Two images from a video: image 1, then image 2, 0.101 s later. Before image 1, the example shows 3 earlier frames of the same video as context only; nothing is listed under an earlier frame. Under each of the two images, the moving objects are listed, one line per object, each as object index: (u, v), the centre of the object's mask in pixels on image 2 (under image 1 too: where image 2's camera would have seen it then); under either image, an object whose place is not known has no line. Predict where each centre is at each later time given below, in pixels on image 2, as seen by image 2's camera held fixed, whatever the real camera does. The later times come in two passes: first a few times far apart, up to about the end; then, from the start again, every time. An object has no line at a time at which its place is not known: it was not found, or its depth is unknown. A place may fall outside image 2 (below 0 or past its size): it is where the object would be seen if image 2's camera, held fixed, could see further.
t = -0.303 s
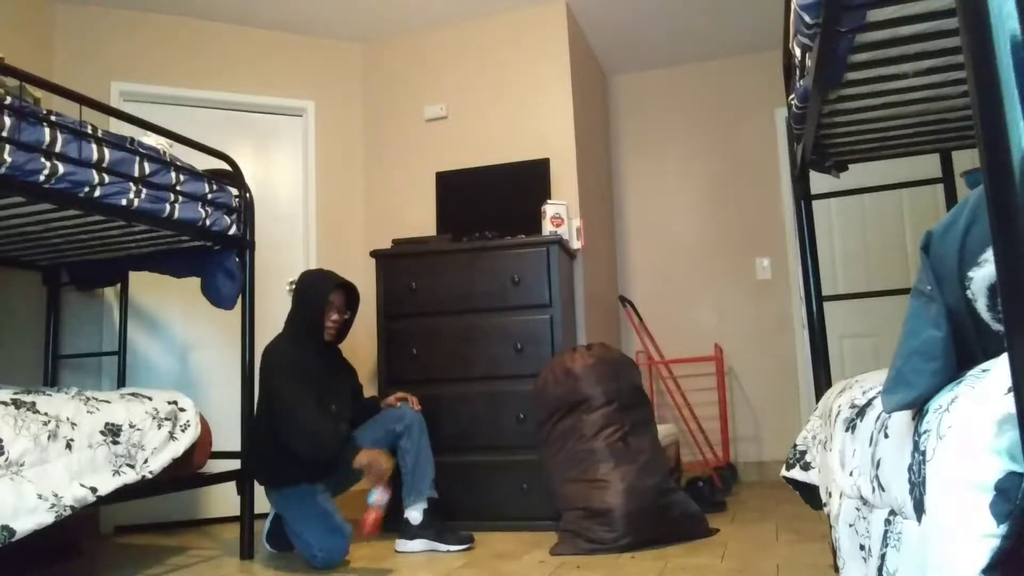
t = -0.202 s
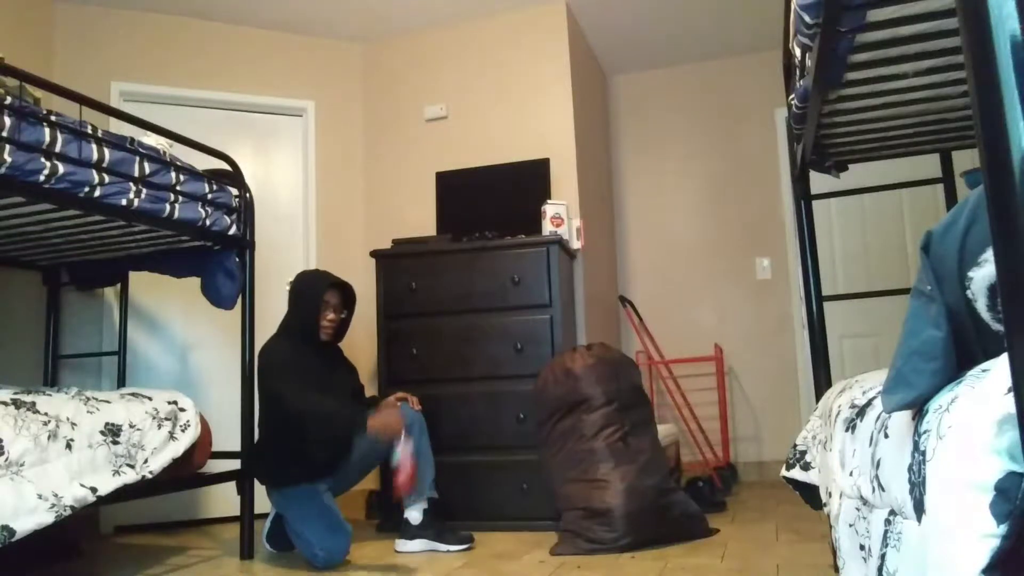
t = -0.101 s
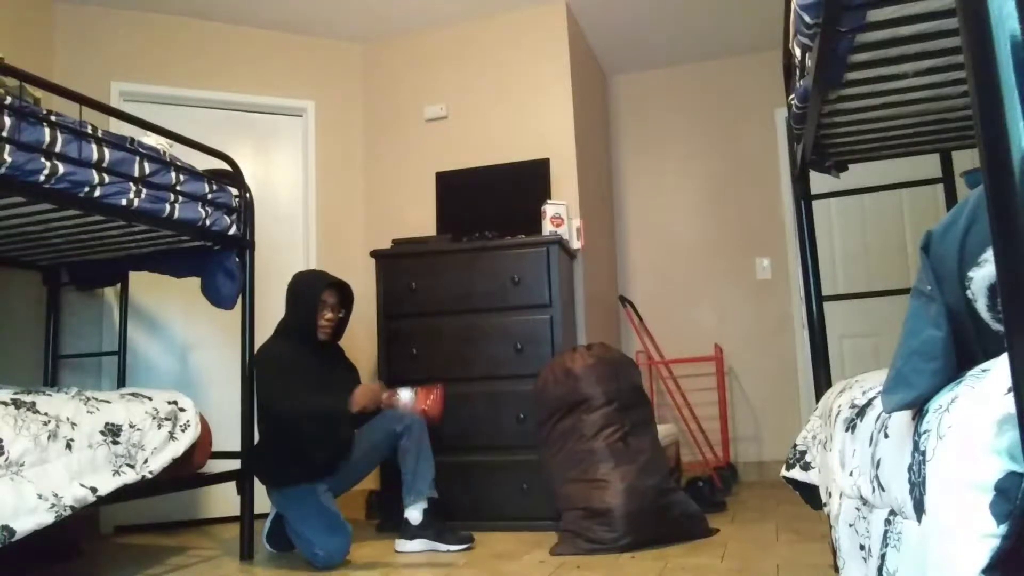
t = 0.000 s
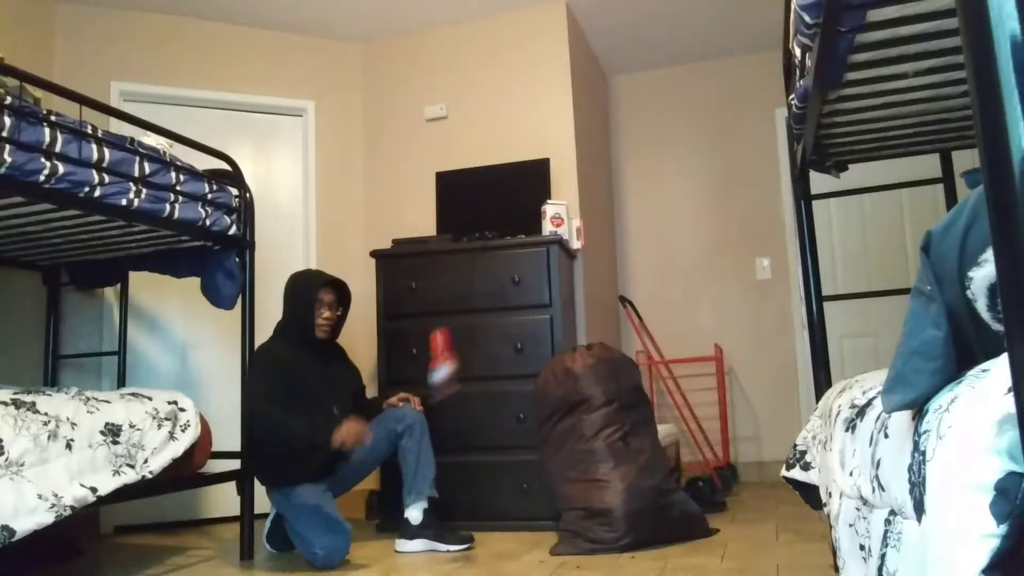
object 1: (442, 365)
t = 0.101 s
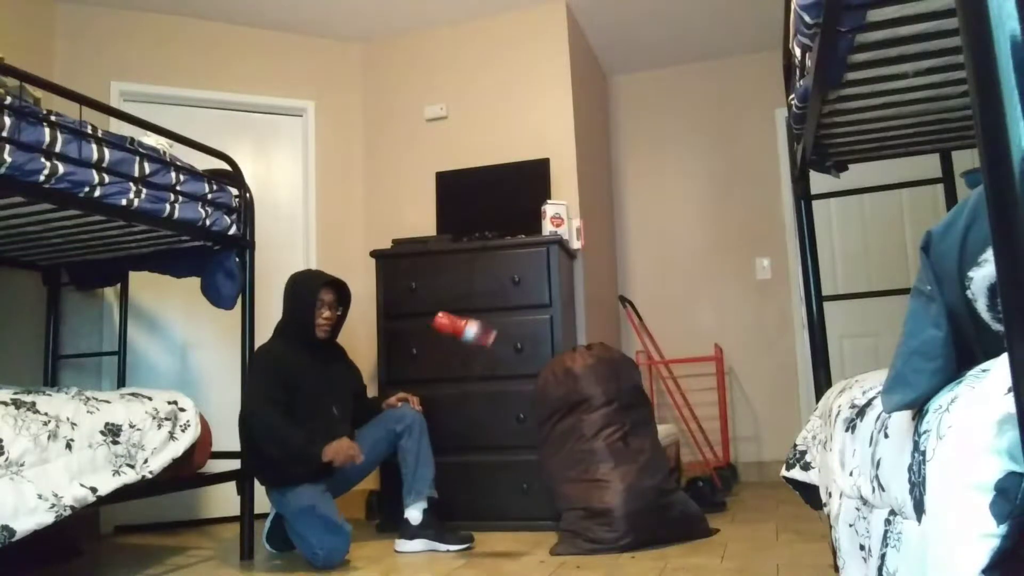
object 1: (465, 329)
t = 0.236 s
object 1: (476, 338)
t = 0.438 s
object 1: (496, 454)
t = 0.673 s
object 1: (507, 543)
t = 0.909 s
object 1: (511, 544)
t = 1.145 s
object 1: (511, 543)
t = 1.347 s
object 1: (511, 543)
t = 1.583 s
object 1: (511, 543)
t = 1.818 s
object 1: (511, 543)
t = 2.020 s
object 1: (511, 543)
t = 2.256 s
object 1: (511, 543)
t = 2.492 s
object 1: (511, 543)
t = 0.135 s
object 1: (467, 326)
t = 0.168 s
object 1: (470, 326)
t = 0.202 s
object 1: (473, 330)
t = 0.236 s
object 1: (476, 338)
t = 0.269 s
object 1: (480, 349)
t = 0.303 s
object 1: (483, 363)
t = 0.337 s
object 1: (487, 381)
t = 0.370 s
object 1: (489, 402)
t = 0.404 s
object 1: (493, 426)
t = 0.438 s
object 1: (496, 454)
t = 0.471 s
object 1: (500, 487)
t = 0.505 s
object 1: (505, 523)
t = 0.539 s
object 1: (507, 543)
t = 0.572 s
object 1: (506, 544)
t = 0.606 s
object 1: (506, 544)
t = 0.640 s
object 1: (506, 543)
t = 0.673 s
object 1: (507, 543)
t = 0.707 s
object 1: (508, 543)
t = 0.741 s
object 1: (510, 543)
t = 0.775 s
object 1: (511, 543)
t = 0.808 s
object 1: (511, 543)
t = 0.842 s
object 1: (511, 543)
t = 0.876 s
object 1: (511, 544)
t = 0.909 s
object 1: (511, 544)
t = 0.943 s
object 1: (511, 543)
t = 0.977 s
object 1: (511, 543)
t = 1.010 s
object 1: (510, 543)
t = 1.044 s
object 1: (510, 543)
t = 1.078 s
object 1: (511, 543)
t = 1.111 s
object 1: (511, 543)
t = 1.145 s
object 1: (511, 543)
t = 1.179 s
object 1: (511, 543)
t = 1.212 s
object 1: (511, 543)
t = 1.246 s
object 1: (511, 543)
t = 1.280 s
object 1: (511, 543)
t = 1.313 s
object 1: (511, 543)
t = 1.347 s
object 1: (511, 543)
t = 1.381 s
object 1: (511, 543)
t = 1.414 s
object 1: (511, 543)
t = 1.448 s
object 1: (511, 543)
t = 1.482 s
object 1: (511, 543)
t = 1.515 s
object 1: (511, 543)
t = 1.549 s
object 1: (511, 543)
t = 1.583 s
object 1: (511, 543)
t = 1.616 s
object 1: (511, 543)
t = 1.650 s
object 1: (511, 543)
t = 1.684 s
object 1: (511, 543)
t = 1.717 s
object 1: (511, 543)
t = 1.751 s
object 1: (511, 543)
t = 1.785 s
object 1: (511, 543)
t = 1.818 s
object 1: (511, 543)
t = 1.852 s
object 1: (511, 543)
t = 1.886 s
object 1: (511, 543)
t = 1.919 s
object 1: (511, 543)
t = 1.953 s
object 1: (511, 543)
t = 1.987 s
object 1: (511, 543)
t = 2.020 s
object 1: (511, 543)
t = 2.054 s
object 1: (511, 543)
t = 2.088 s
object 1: (511, 543)
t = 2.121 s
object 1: (511, 543)
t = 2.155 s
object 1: (511, 543)
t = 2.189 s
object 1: (511, 543)
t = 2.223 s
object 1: (511, 543)
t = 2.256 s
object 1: (511, 543)
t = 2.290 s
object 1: (511, 543)
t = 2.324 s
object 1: (511, 543)
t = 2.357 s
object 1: (511, 543)
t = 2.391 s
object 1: (511, 543)
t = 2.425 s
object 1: (511, 543)
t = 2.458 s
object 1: (511, 543)
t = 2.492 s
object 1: (511, 543)
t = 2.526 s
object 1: (511, 543)
